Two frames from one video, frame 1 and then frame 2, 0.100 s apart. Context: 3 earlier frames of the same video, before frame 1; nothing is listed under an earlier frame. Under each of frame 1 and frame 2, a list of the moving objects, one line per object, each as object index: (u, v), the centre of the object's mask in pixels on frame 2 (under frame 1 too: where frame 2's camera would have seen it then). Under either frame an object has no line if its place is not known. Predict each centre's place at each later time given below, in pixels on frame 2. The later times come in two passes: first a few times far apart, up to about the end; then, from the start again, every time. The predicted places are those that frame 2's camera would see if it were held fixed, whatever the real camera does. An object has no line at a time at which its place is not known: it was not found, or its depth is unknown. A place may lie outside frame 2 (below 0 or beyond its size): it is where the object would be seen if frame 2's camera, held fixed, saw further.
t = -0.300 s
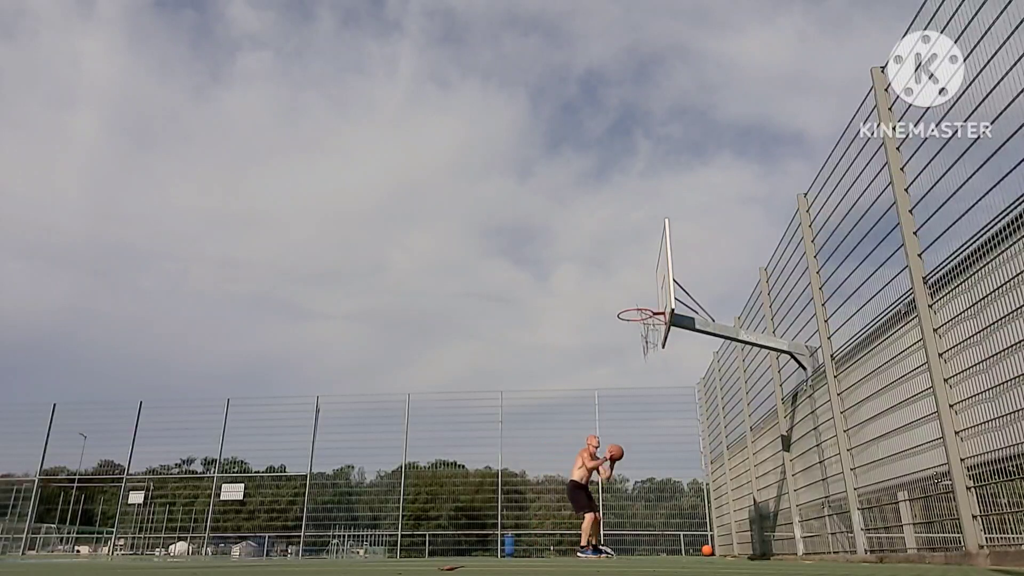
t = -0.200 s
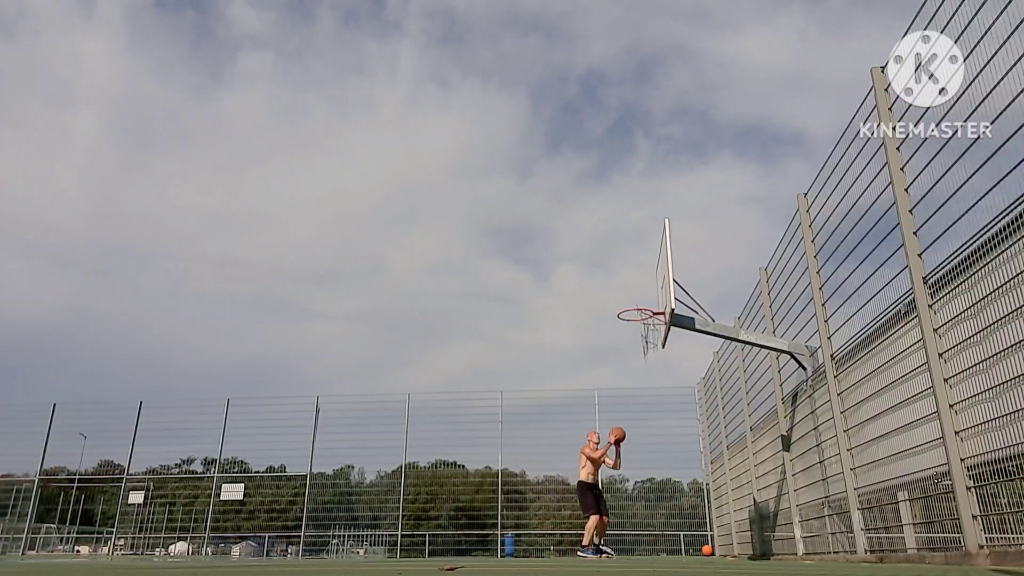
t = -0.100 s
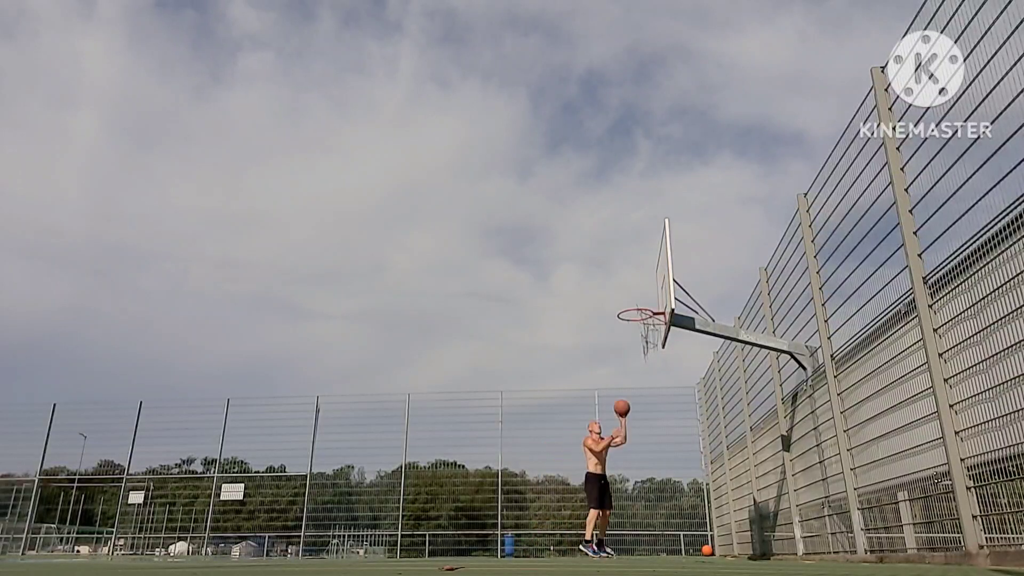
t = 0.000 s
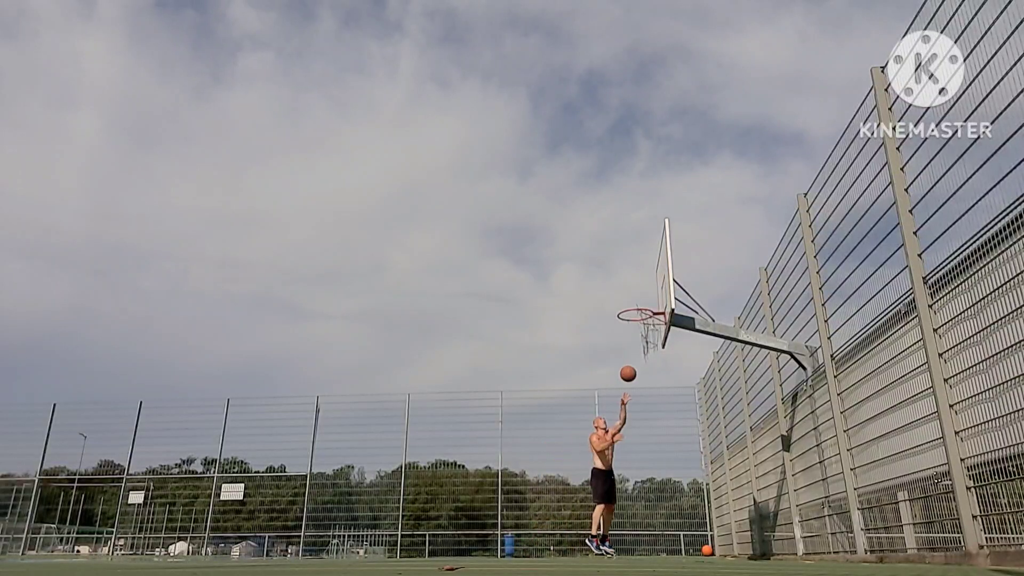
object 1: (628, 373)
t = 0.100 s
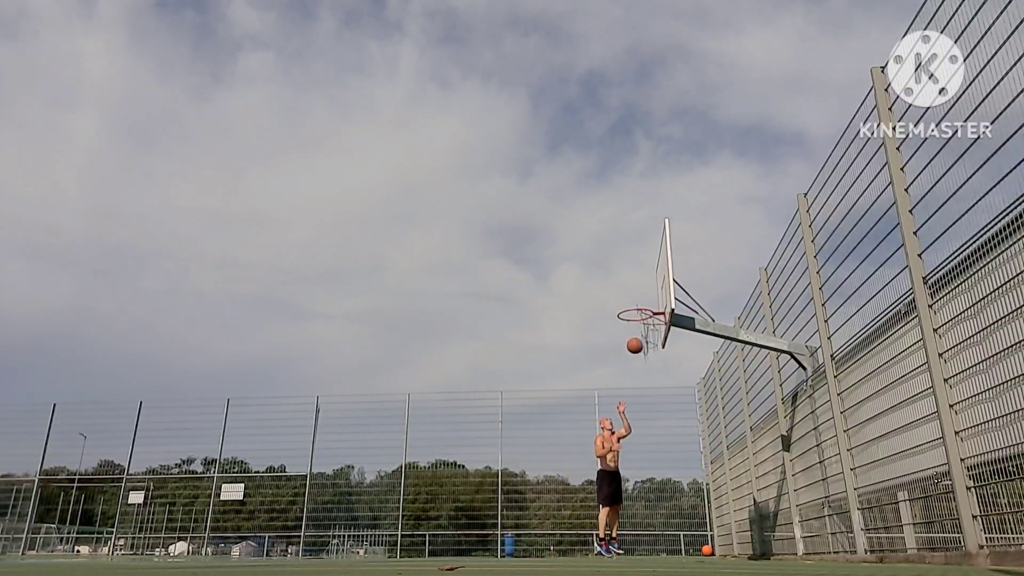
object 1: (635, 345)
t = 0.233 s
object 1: (645, 317)
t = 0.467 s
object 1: (645, 301)
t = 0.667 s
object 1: (632, 320)
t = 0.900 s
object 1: (620, 383)
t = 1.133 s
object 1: (607, 502)
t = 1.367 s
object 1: (595, 459)
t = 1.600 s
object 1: (586, 382)
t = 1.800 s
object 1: (580, 353)
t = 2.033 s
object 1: (575, 358)
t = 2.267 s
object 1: (571, 406)
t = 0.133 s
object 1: (637, 337)
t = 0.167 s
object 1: (640, 330)
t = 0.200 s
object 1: (642, 323)
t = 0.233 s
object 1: (645, 317)
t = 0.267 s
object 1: (648, 312)
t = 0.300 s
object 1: (651, 306)
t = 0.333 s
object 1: (654, 303)
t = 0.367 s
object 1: (652, 301)
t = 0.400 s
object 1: (650, 300)
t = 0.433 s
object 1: (647, 300)
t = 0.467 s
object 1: (645, 301)
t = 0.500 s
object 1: (643, 301)
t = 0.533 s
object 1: (641, 304)
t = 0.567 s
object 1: (639, 307)
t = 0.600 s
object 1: (636, 311)
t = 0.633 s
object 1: (634, 315)
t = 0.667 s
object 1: (632, 320)
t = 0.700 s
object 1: (631, 326)
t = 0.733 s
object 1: (629, 333)
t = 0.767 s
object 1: (627, 341)
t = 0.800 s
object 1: (625, 350)
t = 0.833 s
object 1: (623, 360)
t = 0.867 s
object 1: (621, 371)
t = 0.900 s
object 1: (620, 383)
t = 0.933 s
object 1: (618, 396)
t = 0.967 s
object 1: (616, 410)
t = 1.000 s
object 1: (615, 426)
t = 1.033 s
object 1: (613, 443)
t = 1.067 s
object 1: (611, 461)
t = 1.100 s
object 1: (609, 481)
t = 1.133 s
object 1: (607, 502)
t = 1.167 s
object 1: (605, 525)
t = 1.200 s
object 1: (604, 547)
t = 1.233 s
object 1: (602, 528)
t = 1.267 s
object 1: (600, 509)
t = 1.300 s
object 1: (598, 491)
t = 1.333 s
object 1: (597, 475)
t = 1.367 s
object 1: (595, 459)
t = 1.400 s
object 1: (594, 445)
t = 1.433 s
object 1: (592, 432)
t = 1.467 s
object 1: (591, 420)
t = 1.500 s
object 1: (590, 409)
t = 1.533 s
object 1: (588, 399)
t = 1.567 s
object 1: (587, 390)
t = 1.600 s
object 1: (586, 382)
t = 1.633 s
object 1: (585, 375)
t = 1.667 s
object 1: (584, 369)
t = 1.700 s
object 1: (583, 364)
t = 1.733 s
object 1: (582, 359)
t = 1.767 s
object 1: (581, 355)
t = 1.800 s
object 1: (580, 353)
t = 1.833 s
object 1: (579, 351)
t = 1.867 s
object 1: (578, 350)
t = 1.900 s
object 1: (577, 350)
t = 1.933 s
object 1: (577, 350)
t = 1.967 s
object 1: (576, 352)
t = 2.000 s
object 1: (575, 354)
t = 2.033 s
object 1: (575, 358)
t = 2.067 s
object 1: (574, 362)
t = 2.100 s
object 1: (573, 367)
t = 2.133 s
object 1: (573, 373)
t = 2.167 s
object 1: (572, 379)
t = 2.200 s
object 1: (571, 387)
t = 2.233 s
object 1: (571, 396)
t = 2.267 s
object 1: (571, 406)
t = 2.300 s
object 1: (570, 417)
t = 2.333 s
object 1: (570, 429)
